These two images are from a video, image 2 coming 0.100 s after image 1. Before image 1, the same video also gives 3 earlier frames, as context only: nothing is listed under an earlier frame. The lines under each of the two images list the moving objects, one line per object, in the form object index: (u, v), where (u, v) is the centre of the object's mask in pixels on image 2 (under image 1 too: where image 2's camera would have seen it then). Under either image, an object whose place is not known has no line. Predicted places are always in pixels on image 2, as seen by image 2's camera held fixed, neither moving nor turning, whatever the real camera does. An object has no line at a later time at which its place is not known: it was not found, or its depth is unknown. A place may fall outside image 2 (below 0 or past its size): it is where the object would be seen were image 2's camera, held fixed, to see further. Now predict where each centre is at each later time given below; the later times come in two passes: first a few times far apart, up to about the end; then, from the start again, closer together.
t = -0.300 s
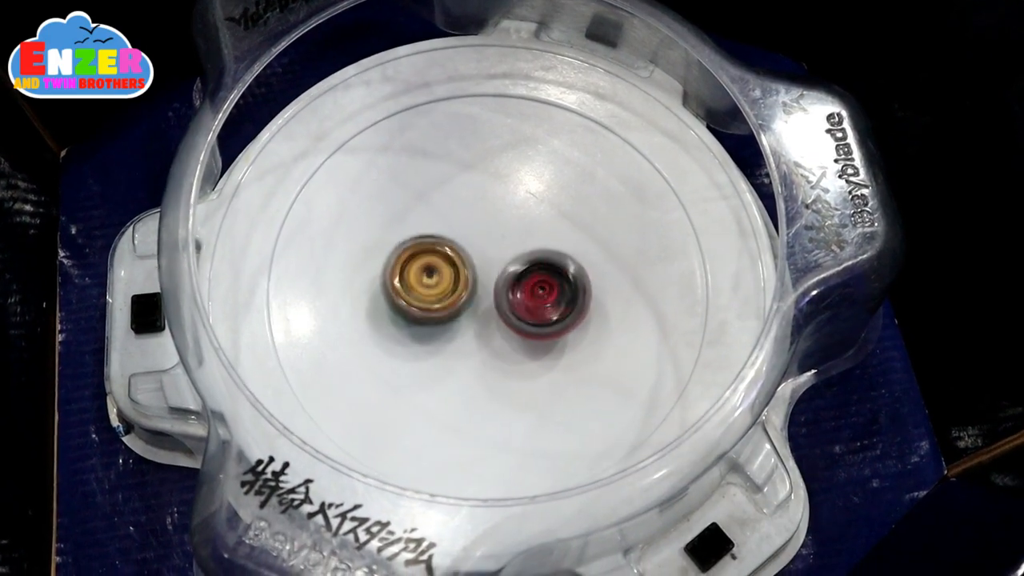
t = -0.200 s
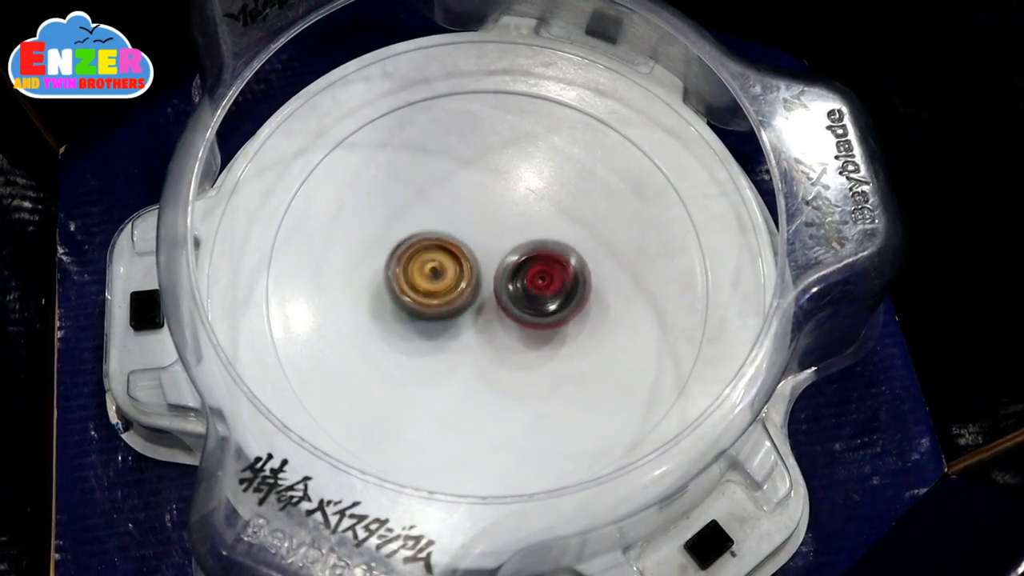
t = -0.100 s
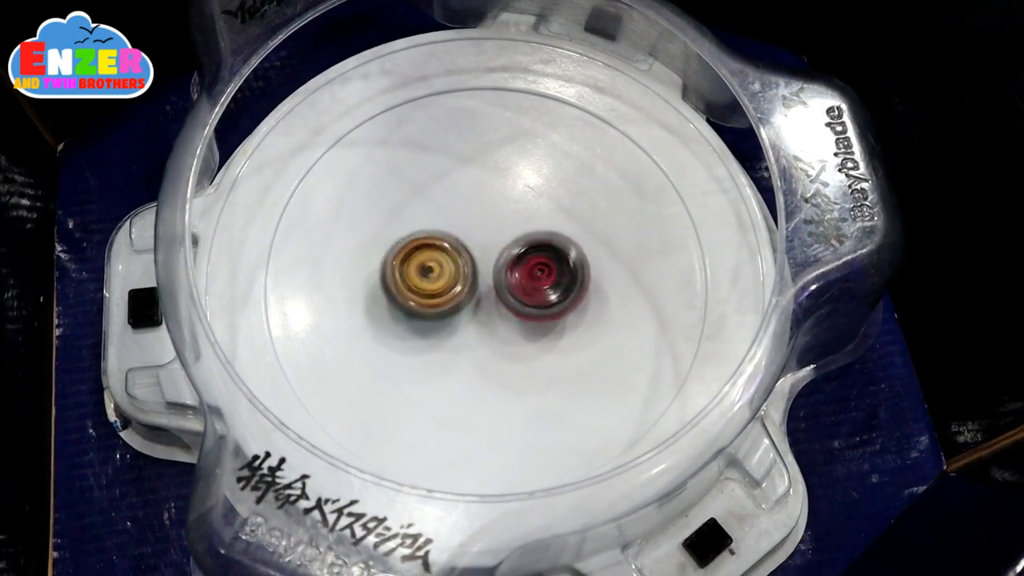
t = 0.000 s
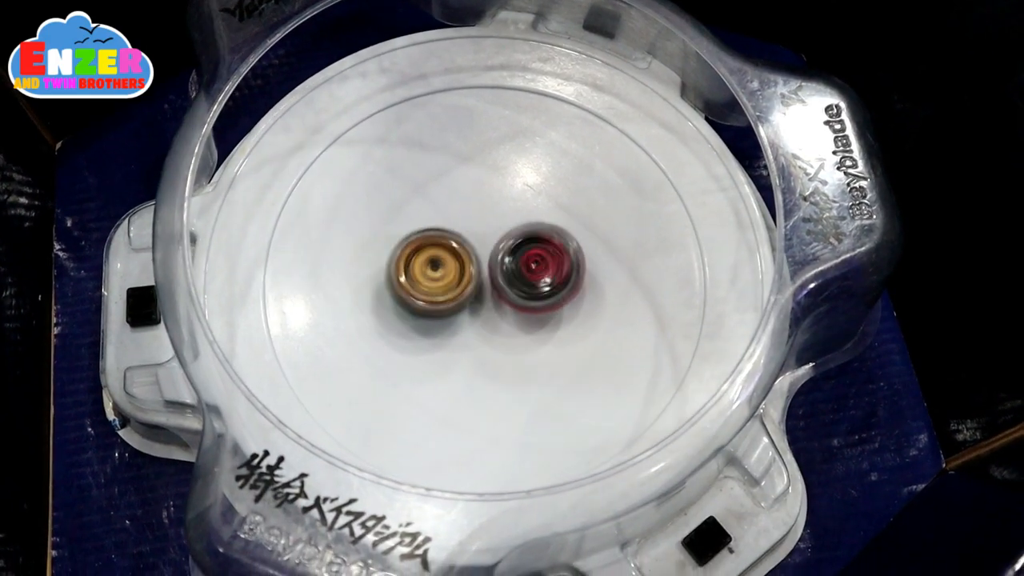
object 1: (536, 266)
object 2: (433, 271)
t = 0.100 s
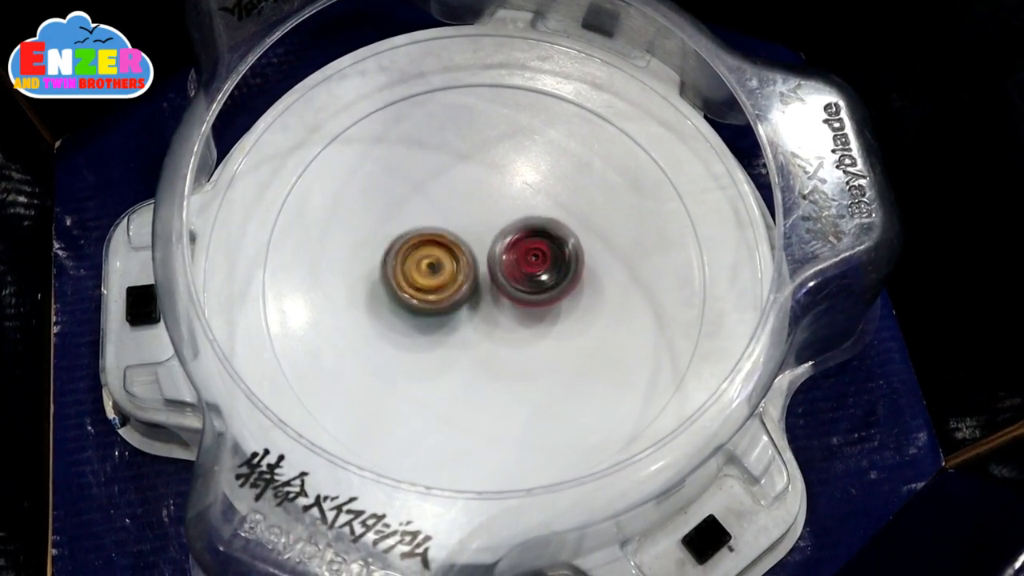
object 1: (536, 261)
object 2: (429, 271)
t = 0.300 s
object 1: (531, 250)
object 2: (430, 275)
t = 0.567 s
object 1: (530, 242)
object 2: (432, 284)
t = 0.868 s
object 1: (534, 238)
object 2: (433, 299)
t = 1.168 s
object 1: (524, 234)
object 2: (450, 305)
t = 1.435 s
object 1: (518, 229)
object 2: (458, 310)
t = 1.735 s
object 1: (509, 221)
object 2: (462, 317)
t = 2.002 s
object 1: (499, 220)
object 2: (463, 313)
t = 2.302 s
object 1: (491, 225)
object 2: (470, 317)
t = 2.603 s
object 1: (485, 224)
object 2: (479, 319)
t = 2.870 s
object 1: (482, 222)
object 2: (475, 319)
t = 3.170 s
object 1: (479, 218)
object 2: (479, 317)
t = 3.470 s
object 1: (473, 215)
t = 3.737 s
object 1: (469, 217)
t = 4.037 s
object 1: (462, 224)
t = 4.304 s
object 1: (459, 231)
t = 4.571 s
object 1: (457, 229)
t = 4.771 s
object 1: (460, 226)
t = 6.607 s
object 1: (468, 221)
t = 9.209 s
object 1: (497, 209)
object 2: (484, 313)
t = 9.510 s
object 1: (497, 211)
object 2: (488, 307)
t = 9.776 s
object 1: (498, 214)
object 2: (480, 308)
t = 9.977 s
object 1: (499, 218)
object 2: (472, 308)
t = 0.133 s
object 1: (533, 260)
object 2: (431, 271)
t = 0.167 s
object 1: (532, 258)
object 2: (433, 271)
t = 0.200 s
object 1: (531, 256)
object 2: (434, 271)
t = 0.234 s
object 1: (532, 254)
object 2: (433, 272)
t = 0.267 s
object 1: (530, 252)
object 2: (433, 273)
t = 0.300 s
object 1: (531, 250)
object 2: (430, 275)
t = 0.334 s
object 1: (532, 248)
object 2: (426, 277)
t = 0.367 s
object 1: (532, 248)
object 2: (425, 278)
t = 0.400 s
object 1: (531, 248)
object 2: (426, 280)
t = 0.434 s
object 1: (530, 247)
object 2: (429, 281)
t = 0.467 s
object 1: (529, 246)
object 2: (433, 281)
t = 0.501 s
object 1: (528, 245)
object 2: (435, 281)
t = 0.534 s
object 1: (531, 242)
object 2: (433, 282)
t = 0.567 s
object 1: (530, 242)
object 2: (432, 284)
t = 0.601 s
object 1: (529, 242)
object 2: (433, 286)
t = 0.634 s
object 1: (528, 242)
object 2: (435, 287)
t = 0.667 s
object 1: (527, 242)
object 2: (438, 287)
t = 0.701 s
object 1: (528, 240)
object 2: (439, 288)
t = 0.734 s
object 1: (534, 237)
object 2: (434, 291)
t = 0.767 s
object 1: (535, 236)
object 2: (430, 294)
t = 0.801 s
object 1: (535, 236)
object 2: (430, 296)
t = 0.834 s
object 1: (535, 237)
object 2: (431, 298)
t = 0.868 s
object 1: (534, 238)
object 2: (433, 299)
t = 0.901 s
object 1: (532, 238)
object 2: (436, 299)
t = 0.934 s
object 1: (530, 239)
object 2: (440, 298)
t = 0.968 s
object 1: (528, 240)
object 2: (444, 297)
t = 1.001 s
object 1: (527, 238)
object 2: (445, 297)
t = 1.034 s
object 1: (526, 236)
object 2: (447, 298)
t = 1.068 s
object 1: (524, 236)
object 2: (449, 299)
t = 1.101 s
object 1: (524, 236)
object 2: (451, 301)
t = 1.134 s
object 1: (523, 236)
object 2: (453, 301)
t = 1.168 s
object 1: (524, 234)
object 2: (450, 305)
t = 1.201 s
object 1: (525, 233)
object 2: (450, 307)
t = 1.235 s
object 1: (524, 233)
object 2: (452, 308)
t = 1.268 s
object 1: (523, 233)
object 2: (454, 308)
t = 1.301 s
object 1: (522, 233)
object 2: (457, 306)
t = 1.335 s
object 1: (520, 233)
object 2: (458, 305)
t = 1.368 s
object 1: (519, 232)
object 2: (458, 305)
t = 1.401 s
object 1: (519, 229)
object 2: (457, 308)
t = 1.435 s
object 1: (518, 229)
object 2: (458, 310)
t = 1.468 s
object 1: (517, 228)
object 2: (459, 310)
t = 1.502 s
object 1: (516, 228)
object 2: (461, 310)
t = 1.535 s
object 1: (515, 228)
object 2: (463, 308)
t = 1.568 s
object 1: (514, 227)
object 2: (462, 307)
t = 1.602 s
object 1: (513, 227)
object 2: (463, 308)
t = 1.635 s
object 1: (512, 226)
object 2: (463, 308)
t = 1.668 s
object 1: (511, 223)
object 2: (461, 313)
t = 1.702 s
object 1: (510, 222)
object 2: (461, 316)
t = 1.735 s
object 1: (509, 221)
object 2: (462, 317)
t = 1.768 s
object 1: (508, 221)
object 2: (463, 317)
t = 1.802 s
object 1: (506, 221)
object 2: (464, 315)
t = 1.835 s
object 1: (505, 221)
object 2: (464, 313)
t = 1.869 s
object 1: (503, 222)
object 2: (465, 311)
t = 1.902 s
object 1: (501, 222)
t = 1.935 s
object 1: (501, 220)
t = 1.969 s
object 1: (500, 219)
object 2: (462, 313)
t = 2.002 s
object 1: (499, 220)
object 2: (463, 313)
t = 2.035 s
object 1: (498, 222)
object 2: (464, 312)
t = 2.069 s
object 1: (497, 222)
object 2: (464, 313)
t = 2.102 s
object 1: (496, 223)
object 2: (464, 314)
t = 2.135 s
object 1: (495, 224)
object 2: (465, 314)
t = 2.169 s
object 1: (494, 223)
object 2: (465, 314)
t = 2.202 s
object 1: (493, 224)
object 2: (466, 315)
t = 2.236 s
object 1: (493, 225)
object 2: (467, 316)
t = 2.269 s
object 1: (492, 225)
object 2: (468, 315)
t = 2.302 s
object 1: (491, 225)
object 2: (470, 317)
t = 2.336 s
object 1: (491, 224)
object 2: (470, 317)
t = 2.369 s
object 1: (490, 225)
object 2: (472, 318)
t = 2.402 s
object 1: (489, 224)
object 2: (473, 319)
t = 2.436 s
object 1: (487, 223)
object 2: (474, 320)
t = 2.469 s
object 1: (486, 224)
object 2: (475, 321)
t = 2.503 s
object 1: (486, 225)
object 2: (477, 319)
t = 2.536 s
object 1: (486, 224)
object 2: (478, 318)
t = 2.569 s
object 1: (485, 225)
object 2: (479, 318)
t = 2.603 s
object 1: (485, 224)
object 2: (479, 319)
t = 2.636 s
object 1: (484, 222)
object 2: (479, 321)
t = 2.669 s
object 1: (484, 222)
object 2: (479, 322)
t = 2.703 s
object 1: (484, 222)
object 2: (479, 321)
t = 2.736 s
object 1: (484, 223)
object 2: (479, 319)
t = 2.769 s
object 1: (484, 224)
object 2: (478, 317)
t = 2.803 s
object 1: (482, 223)
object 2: (476, 317)
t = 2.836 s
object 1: (482, 223)
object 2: (475, 318)
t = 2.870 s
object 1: (482, 222)
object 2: (475, 319)
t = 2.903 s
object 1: (481, 223)
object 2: (475, 320)
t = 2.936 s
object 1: (481, 223)
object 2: (476, 319)
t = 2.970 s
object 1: (480, 224)
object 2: (476, 317)
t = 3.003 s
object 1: (480, 220)
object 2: (476, 319)
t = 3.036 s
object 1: (480, 220)
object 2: (477, 321)
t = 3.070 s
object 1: (480, 220)
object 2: (478, 320)
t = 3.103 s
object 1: (480, 221)
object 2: (479, 318)
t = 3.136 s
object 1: (480, 221)
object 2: (479, 316)
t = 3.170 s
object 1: (479, 218)
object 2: (479, 317)
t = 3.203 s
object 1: (478, 217)
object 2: (480, 321)
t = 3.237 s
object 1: (478, 217)
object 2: (481, 322)
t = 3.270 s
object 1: (478, 217)
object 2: (483, 321)
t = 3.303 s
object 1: (478, 218)
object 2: (485, 319)
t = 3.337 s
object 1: (478, 220)
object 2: (487, 316)
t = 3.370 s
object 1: (477, 221)
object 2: (489, 314)
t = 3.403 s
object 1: (476, 219)
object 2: (490, 314)
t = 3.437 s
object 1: (474, 215)
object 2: (493, 318)
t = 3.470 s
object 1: (473, 215)
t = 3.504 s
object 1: (473, 215)
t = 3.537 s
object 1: (473, 215)
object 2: (498, 317)
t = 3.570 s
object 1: (473, 216)
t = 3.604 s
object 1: (472, 217)
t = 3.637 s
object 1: (472, 218)
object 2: (497, 309)
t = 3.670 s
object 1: (472, 216)
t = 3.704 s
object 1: (471, 217)
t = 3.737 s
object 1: (469, 217)
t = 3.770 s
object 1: (468, 218)
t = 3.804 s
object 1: (468, 220)
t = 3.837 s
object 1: (468, 221)
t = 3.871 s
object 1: (467, 221)
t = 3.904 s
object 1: (467, 223)
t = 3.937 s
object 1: (466, 223)
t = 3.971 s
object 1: (464, 222)
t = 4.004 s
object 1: (463, 223)
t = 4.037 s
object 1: (462, 224)
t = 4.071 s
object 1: (462, 225)
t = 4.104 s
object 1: (461, 226)
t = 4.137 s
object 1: (461, 228)
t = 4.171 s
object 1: (460, 229)
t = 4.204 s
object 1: (459, 229)
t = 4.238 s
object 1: (459, 230)
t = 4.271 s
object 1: (459, 230)
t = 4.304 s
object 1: (459, 231)
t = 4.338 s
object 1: (459, 232)
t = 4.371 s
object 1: (458, 232)
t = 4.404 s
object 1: (459, 233)
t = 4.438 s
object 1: (458, 233)
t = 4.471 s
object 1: (459, 233)
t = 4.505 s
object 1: (457, 231)
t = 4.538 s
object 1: (457, 229)
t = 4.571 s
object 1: (457, 229)
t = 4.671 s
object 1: (460, 230)
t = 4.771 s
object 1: (460, 226)
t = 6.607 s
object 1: (468, 221)
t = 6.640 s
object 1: (469, 221)
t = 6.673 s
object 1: (469, 221)
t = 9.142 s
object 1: (497, 212)
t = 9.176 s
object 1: (498, 209)
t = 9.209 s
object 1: (497, 209)
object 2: (484, 313)
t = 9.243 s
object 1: (498, 210)
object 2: (485, 312)
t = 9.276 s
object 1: (499, 212)
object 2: (487, 309)
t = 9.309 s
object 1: (500, 213)
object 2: (488, 308)
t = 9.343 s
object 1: (500, 213)
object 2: (488, 304)
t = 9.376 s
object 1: (499, 210)
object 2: (488, 305)
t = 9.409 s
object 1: (498, 211)
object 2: (488, 306)
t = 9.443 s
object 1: (499, 213)
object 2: (489, 305)
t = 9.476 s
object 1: (500, 212)
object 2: (489, 305)
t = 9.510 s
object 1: (497, 211)
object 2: (488, 307)
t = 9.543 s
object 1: (497, 212)
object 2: (488, 306)
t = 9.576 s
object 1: (498, 213)
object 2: (488, 306)
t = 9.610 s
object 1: (497, 212)
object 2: (486, 306)
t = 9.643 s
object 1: (496, 214)
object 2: (485, 306)
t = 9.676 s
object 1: (497, 213)
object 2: (484, 308)
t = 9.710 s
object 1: (497, 213)
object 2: (483, 307)
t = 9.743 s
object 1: (497, 214)
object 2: (481, 307)
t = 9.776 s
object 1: (498, 214)
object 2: (480, 308)
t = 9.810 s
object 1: (496, 212)
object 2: (478, 310)
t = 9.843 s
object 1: (495, 214)
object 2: (475, 311)
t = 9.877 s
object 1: (497, 216)
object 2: (476, 312)
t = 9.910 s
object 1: (499, 216)
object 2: (473, 311)
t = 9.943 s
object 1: (498, 216)
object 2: (472, 309)
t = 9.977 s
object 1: (499, 218)
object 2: (472, 308)
